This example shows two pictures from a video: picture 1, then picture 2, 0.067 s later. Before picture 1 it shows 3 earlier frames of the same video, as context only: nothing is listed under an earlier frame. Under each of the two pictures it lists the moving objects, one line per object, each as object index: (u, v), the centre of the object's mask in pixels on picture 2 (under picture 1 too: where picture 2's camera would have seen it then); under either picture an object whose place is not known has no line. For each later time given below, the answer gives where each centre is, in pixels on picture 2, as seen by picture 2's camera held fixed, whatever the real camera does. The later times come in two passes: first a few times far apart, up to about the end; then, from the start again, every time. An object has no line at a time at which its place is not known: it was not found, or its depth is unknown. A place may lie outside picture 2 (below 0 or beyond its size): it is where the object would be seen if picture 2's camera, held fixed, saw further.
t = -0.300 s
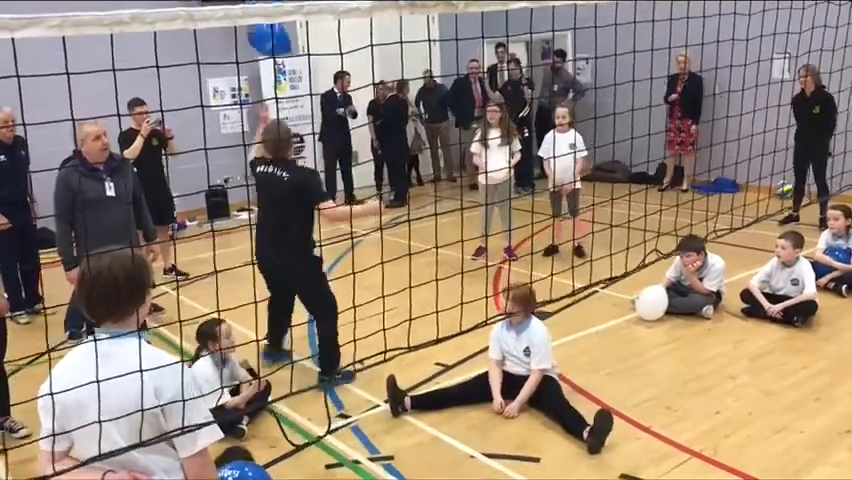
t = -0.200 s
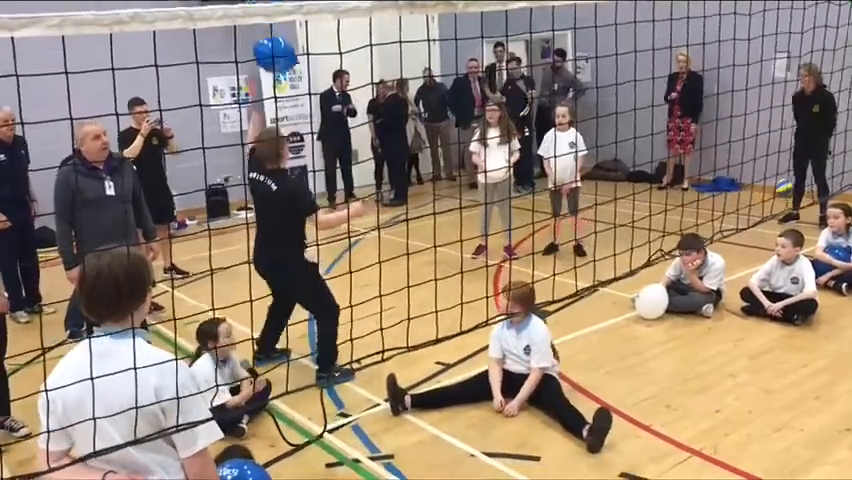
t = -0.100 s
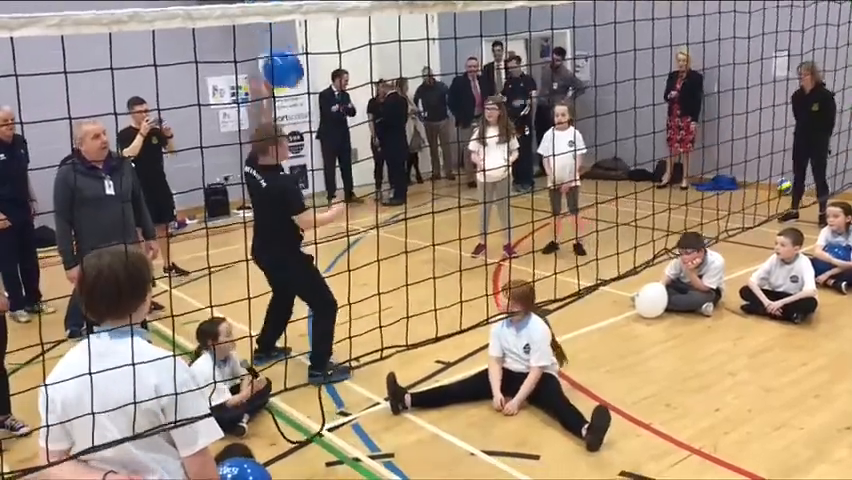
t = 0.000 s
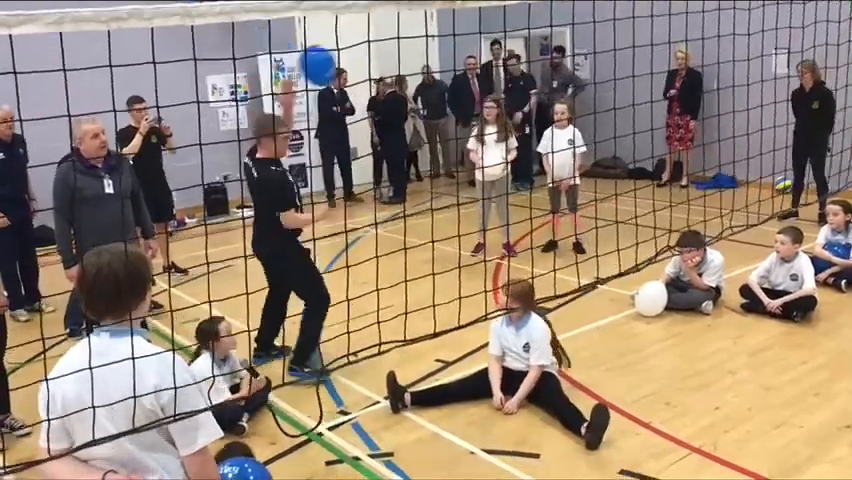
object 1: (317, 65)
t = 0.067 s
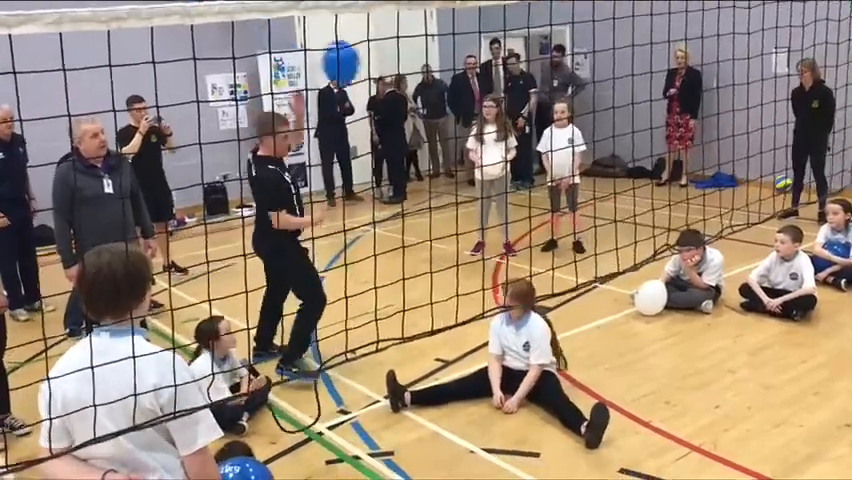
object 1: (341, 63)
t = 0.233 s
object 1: (389, 62)
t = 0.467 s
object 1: (430, 81)
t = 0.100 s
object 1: (351, 62)
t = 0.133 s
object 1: (362, 61)
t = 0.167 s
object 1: (371, 61)
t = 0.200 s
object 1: (380, 61)
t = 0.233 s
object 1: (389, 62)
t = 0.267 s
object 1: (396, 62)
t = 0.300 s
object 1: (403, 63)
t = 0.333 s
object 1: (410, 67)
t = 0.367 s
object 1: (416, 70)
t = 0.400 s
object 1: (421, 73)
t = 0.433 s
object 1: (426, 77)
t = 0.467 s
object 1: (430, 81)
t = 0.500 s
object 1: (432, 86)
